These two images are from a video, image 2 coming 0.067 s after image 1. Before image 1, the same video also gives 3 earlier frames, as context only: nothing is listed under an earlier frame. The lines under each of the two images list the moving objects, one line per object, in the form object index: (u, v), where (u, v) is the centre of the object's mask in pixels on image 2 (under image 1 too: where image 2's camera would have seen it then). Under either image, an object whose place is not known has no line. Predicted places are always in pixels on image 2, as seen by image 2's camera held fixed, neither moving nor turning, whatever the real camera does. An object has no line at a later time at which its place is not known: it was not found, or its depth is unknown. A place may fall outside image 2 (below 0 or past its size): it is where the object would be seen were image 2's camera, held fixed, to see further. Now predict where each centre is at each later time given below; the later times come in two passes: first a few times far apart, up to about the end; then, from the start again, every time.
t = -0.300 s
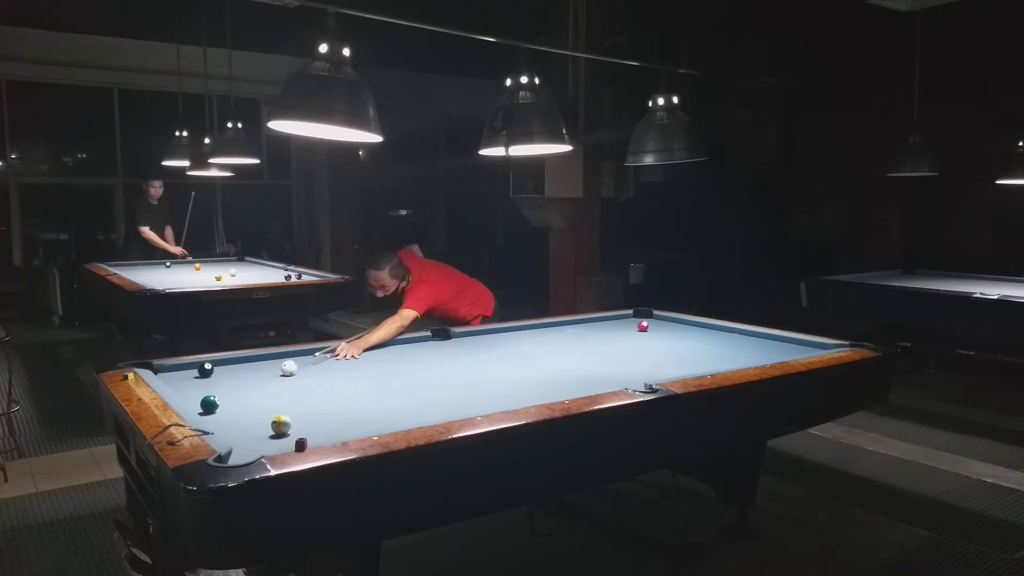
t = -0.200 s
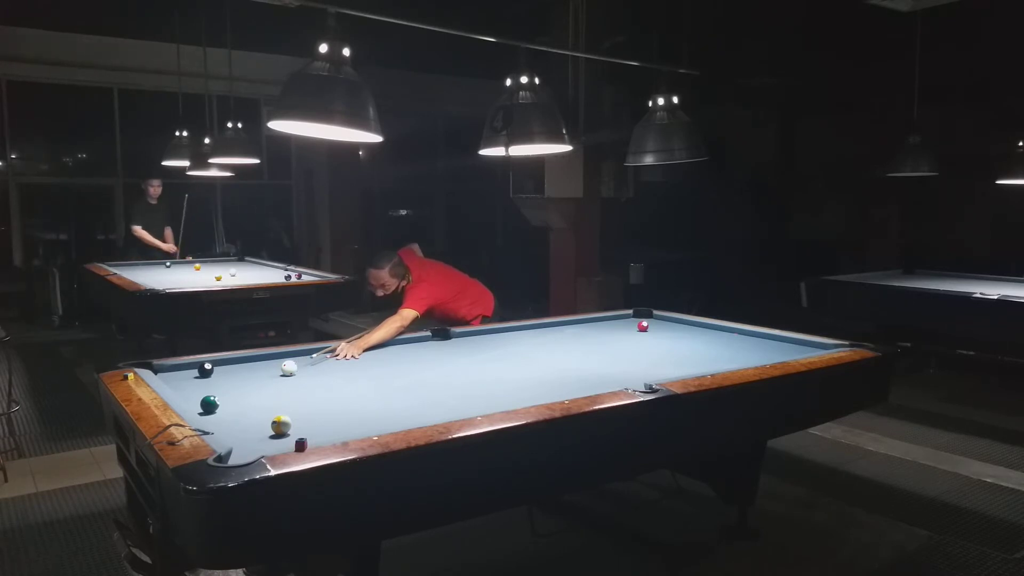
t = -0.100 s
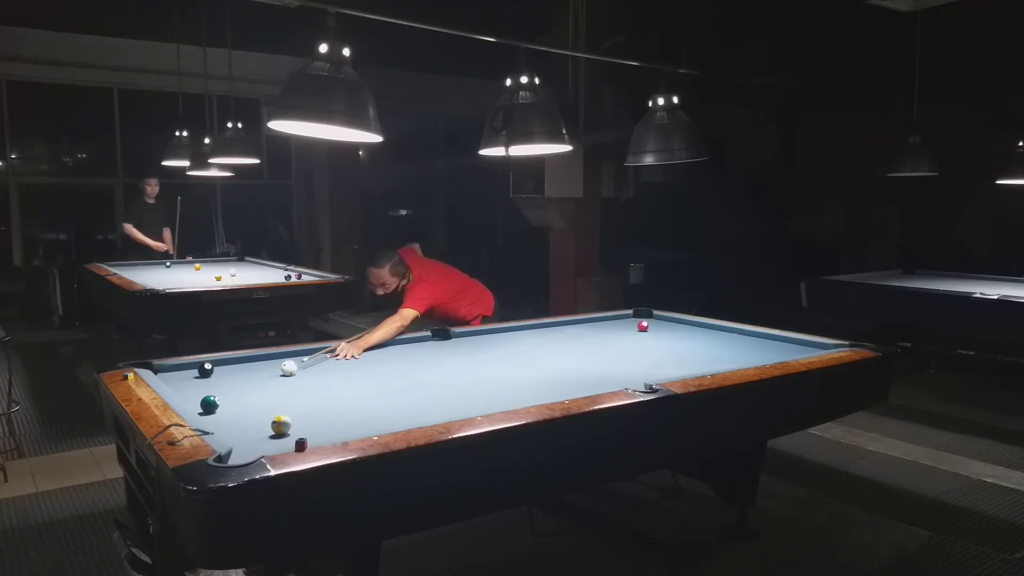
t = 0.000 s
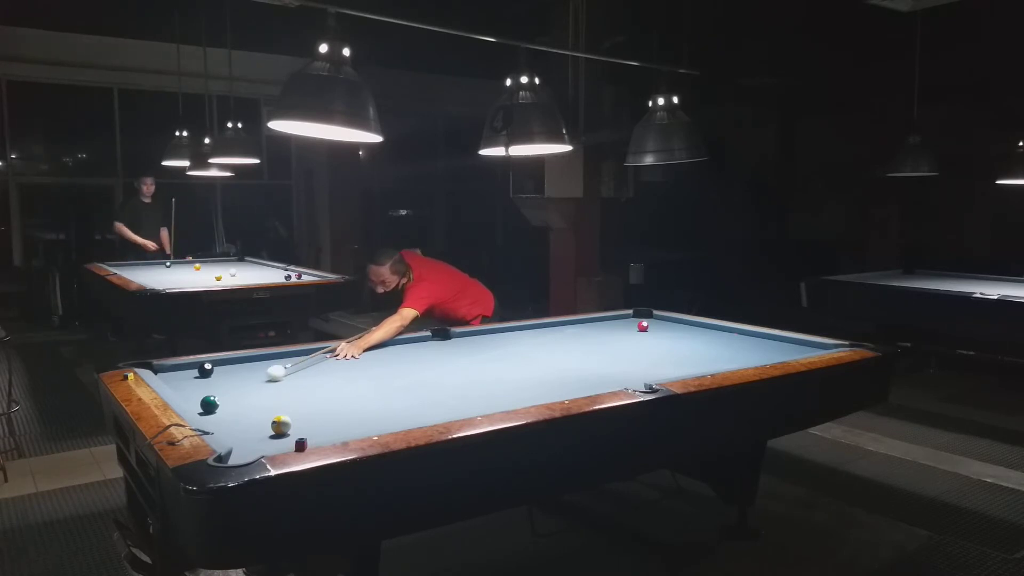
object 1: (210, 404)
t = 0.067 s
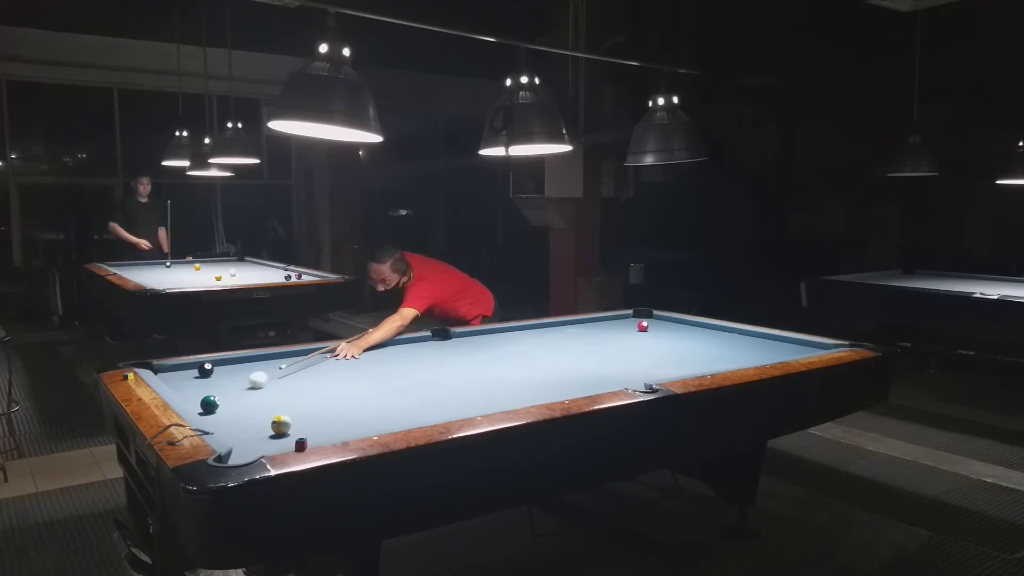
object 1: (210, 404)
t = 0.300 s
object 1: (212, 408)
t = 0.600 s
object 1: (224, 425)
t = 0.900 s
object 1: (240, 443)
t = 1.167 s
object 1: (256, 452)
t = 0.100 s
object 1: (210, 404)
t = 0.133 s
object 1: (210, 404)
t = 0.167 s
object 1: (210, 404)
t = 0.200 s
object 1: (210, 404)
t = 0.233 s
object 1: (210, 404)
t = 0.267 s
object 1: (211, 406)
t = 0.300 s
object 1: (212, 408)
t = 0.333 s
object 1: (214, 410)
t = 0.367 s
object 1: (215, 412)
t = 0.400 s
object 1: (216, 414)
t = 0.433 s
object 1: (217, 415)
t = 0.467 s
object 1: (219, 417)
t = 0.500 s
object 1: (220, 419)
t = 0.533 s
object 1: (221, 421)
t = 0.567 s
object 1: (223, 423)
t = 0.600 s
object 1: (224, 425)
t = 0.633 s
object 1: (225, 427)
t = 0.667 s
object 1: (227, 429)
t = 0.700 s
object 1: (229, 430)
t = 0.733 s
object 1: (230, 432)
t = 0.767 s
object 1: (232, 434)
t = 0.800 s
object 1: (233, 436)
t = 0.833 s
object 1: (235, 438)
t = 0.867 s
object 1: (238, 440)
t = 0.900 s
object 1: (240, 443)
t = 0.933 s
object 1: (243, 445)
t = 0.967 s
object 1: (246, 447)
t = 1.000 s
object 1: (249, 448)
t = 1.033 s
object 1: (251, 449)
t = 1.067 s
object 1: (254, 450)
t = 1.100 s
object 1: (256, 451)
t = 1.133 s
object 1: (258, 451)
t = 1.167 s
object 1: (256, 452)
